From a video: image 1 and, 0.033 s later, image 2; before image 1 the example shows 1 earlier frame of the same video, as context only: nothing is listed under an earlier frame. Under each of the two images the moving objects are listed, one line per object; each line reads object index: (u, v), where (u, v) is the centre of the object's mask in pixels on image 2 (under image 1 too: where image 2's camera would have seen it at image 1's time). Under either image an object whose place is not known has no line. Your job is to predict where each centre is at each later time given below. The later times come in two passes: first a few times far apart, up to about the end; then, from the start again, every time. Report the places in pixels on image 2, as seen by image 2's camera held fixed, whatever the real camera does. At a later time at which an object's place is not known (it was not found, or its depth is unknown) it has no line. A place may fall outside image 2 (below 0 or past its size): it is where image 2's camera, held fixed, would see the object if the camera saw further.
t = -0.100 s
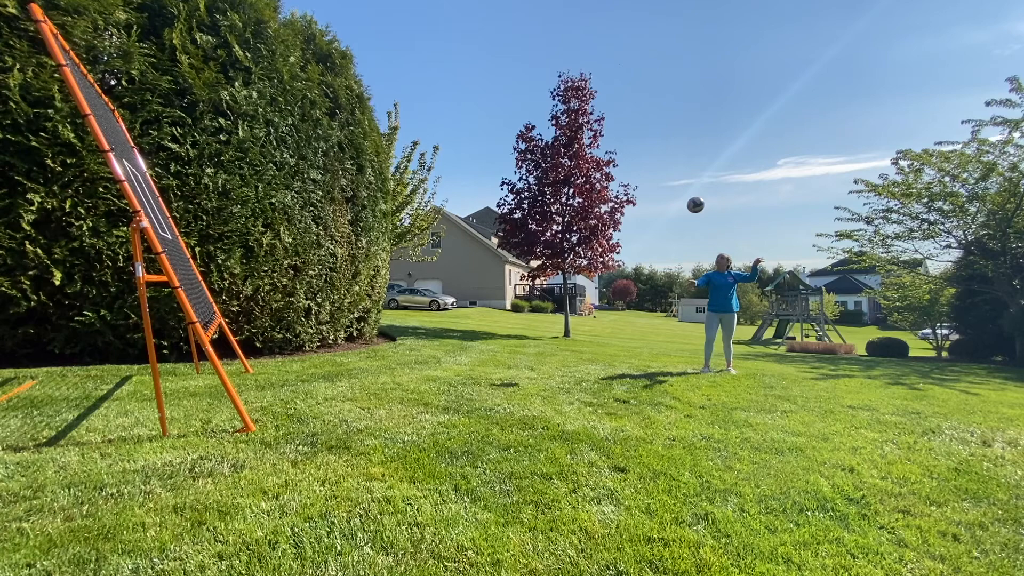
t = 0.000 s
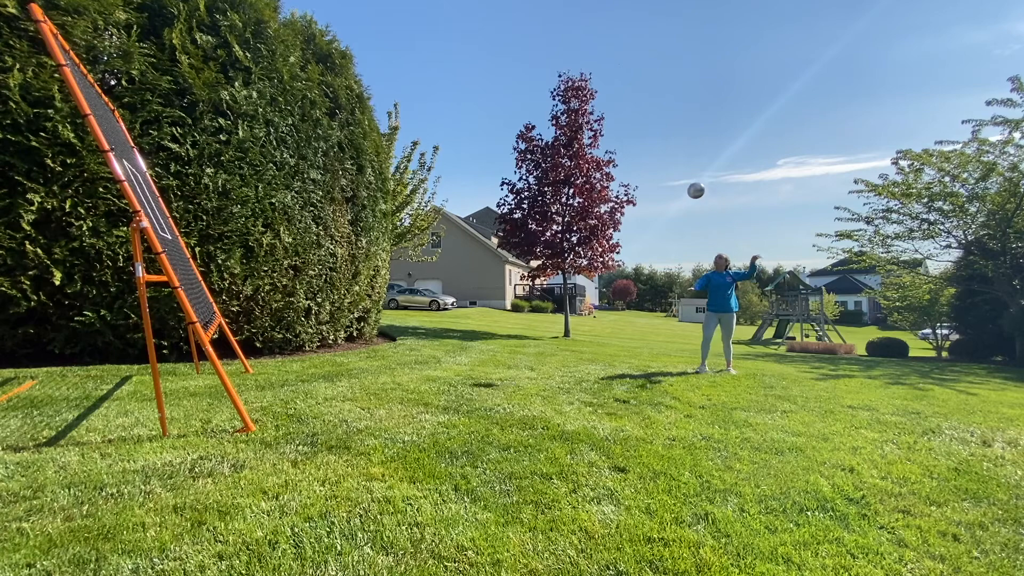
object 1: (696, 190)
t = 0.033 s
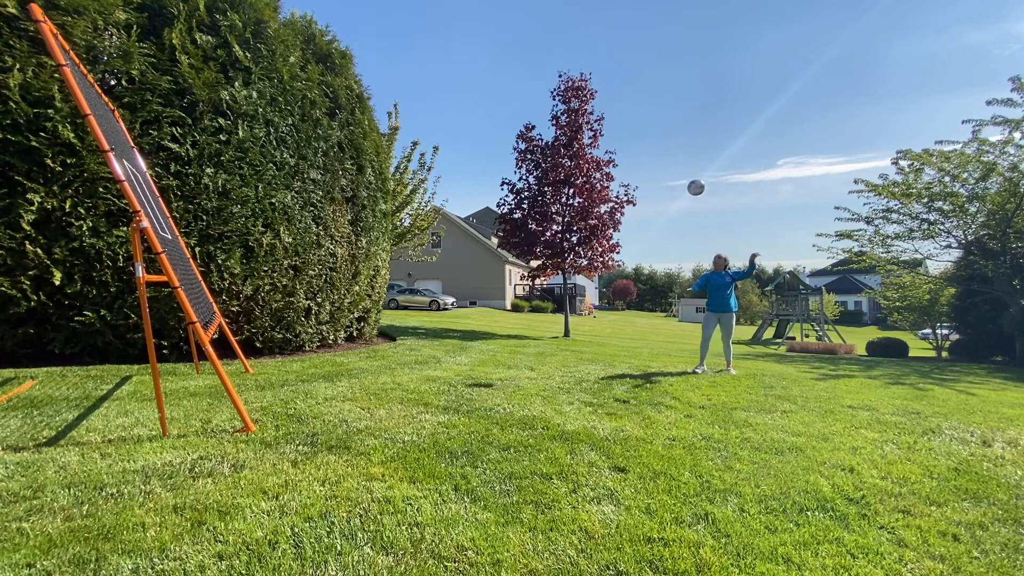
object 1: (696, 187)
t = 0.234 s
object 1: (697, 186)
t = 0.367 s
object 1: (698, 201)
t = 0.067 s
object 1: (696, 185)
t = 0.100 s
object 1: (696, 184)
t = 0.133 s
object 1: (696, 183)
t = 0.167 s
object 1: (697, 183)
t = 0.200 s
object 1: (697, 184)
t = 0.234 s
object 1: (697, 186)
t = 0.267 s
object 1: (697, 189)
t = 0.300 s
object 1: (697, 192)
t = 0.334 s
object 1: (698, 196)
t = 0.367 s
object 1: (698, 201)
